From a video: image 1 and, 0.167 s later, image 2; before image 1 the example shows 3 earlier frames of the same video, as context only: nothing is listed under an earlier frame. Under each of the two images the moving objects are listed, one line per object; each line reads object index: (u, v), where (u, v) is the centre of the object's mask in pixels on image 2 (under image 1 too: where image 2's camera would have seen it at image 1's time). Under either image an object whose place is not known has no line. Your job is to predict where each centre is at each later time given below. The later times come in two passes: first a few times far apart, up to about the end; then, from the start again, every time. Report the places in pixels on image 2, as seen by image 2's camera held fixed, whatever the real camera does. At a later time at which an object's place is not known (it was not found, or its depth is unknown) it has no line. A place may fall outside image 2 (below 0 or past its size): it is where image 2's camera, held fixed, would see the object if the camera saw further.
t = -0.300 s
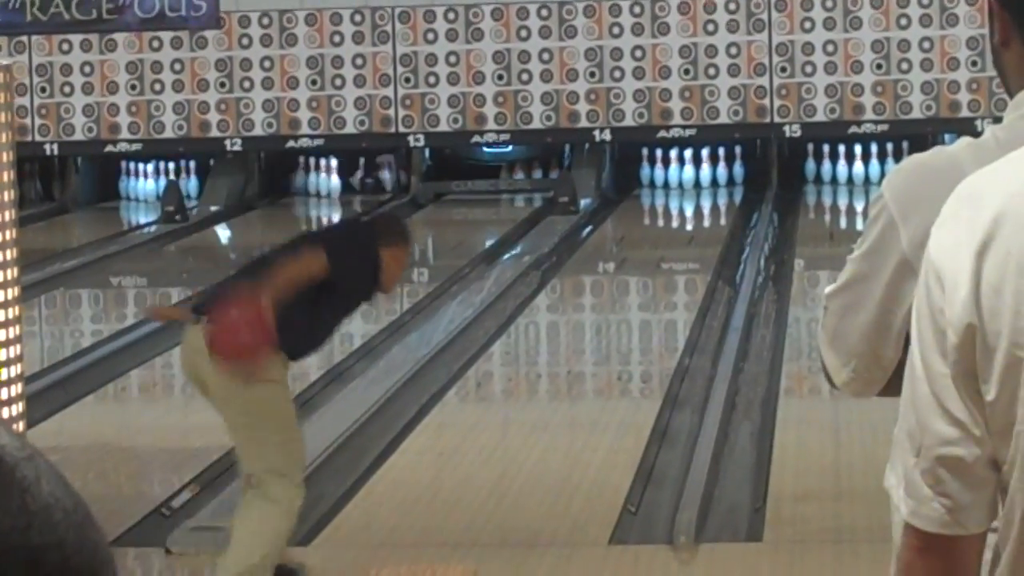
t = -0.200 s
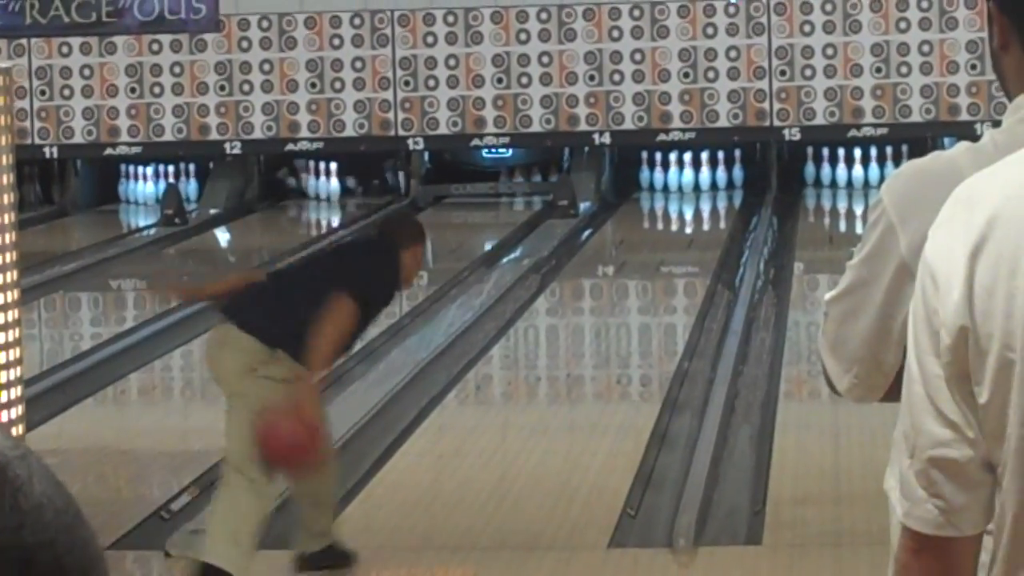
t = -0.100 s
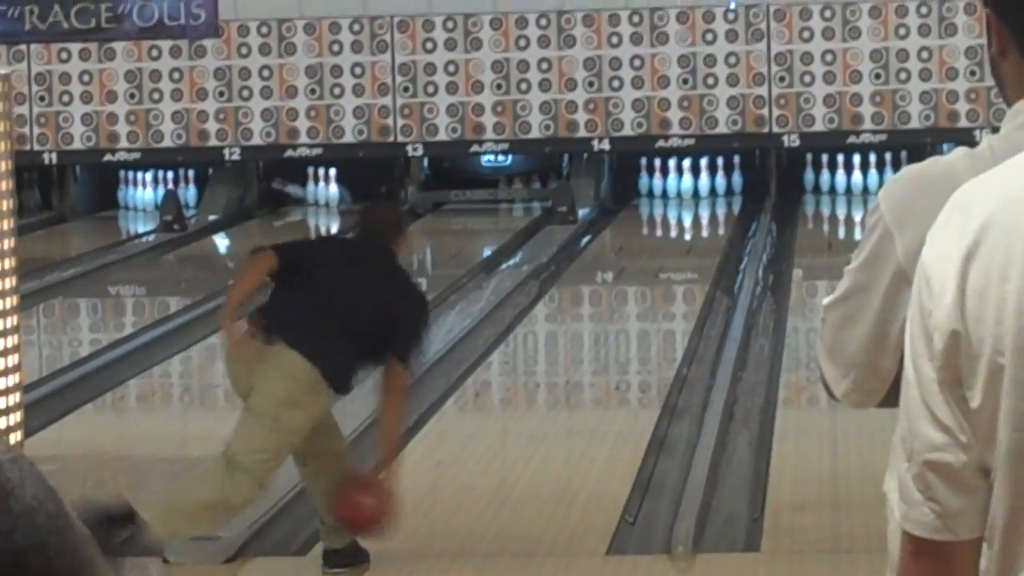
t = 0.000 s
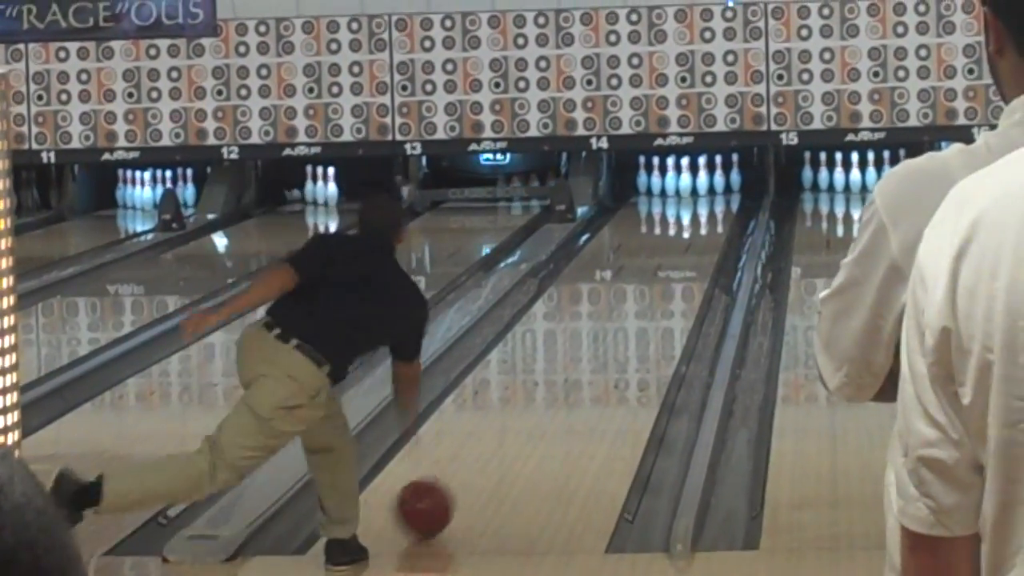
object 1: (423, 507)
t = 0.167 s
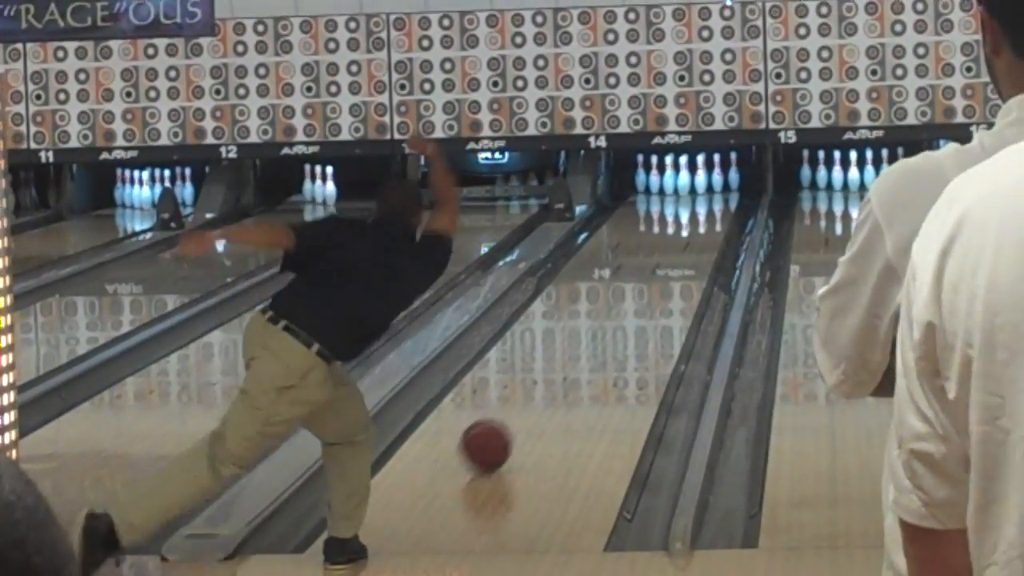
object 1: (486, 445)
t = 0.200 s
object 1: (497, 435)
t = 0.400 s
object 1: (552, 380)
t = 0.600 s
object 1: (595, 338)
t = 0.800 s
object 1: (627, 306)
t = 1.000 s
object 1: (653, 279)
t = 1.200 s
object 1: (675, 255)
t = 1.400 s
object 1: (690, 236)
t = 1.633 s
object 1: (700, 217)
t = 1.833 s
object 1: (703, 204)
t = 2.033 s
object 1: (699, 192)
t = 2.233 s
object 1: (695, 184)
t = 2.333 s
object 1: (699, 182)
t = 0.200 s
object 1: (497, 435)
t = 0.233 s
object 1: (508, 423)
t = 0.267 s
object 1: (517, 415)
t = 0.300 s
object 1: (525, 406)
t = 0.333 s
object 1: (535, 396)
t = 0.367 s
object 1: (543, 387)
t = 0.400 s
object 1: (552, 380)
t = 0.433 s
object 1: (559, 373)
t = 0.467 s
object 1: (566, 365)
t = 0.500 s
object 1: (574, 358)
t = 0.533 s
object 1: (581, 351)
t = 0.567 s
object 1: (587, 345)
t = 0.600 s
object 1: (595, 338)
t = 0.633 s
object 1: (600, 333)
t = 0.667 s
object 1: (606, 328)
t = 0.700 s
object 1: (611, 322)
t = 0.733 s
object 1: (617, 317)
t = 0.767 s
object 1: (622, 311)
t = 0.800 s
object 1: (627, 306)
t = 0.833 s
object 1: (632, 301)
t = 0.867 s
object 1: (637, 296)
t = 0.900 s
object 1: (641, 292)
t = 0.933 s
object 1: (646, 287)
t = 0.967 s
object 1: (650, 282)
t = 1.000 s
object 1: (653, 279)
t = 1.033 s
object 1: (657, 274)
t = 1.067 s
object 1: (661, 270)
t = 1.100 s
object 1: (664, 267)
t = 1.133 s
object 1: (668, 263)
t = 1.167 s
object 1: (671, 259)
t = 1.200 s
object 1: (675, 255)
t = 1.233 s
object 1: (677, 252)
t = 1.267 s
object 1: (680, 249)
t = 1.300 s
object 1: (683, 245)
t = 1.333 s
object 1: (686, 242)
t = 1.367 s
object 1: (688, 239)
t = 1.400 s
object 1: (690, 236)
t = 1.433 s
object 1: (692, 234)
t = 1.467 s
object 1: (695, 230)
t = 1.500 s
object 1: (696, 227)
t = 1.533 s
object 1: (698, 224)
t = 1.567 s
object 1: (699, 222)
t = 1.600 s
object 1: (701, 219)
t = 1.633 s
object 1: (700, 217)
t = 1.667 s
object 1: (701, 214)
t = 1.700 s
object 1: (701, 212)
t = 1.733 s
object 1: (702, 209)
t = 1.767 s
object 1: (703, 208)
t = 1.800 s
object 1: (702, 206)
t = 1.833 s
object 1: (703, 204)
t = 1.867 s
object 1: (702, 202)
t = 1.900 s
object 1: (702, 200)
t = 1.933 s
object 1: (701, 197)
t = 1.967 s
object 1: (701, 196)
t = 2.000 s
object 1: (699, 194)
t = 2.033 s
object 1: (699, 192)
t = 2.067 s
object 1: (698, 190)
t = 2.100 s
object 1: (696, 189)
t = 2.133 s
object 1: (694, 187)
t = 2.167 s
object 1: (693, 186)
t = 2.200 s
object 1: (695, 186)
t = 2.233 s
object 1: (695, 184)
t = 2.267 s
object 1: (696, 183)
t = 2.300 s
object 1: (696, 182)
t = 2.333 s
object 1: (699, 182)
